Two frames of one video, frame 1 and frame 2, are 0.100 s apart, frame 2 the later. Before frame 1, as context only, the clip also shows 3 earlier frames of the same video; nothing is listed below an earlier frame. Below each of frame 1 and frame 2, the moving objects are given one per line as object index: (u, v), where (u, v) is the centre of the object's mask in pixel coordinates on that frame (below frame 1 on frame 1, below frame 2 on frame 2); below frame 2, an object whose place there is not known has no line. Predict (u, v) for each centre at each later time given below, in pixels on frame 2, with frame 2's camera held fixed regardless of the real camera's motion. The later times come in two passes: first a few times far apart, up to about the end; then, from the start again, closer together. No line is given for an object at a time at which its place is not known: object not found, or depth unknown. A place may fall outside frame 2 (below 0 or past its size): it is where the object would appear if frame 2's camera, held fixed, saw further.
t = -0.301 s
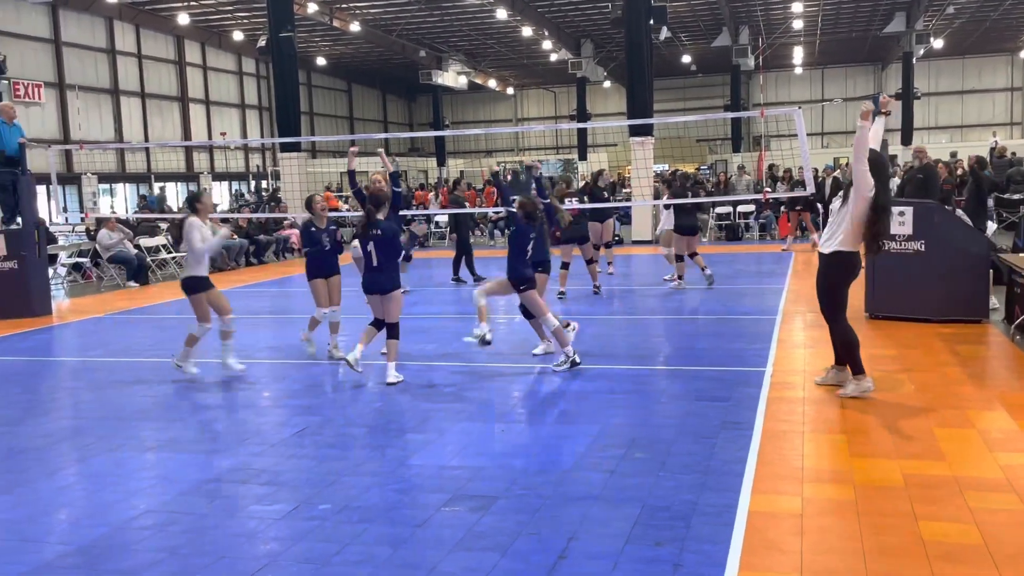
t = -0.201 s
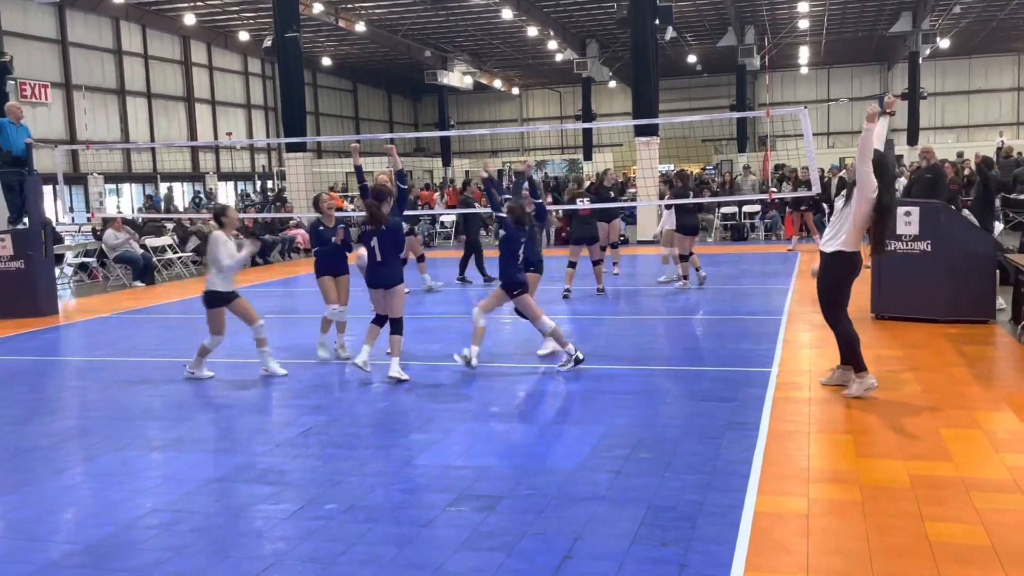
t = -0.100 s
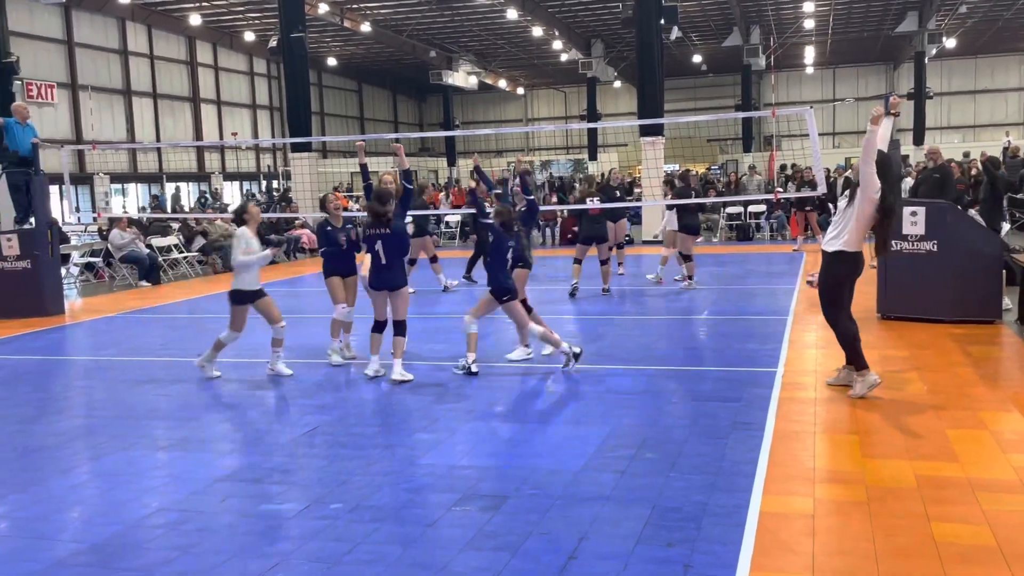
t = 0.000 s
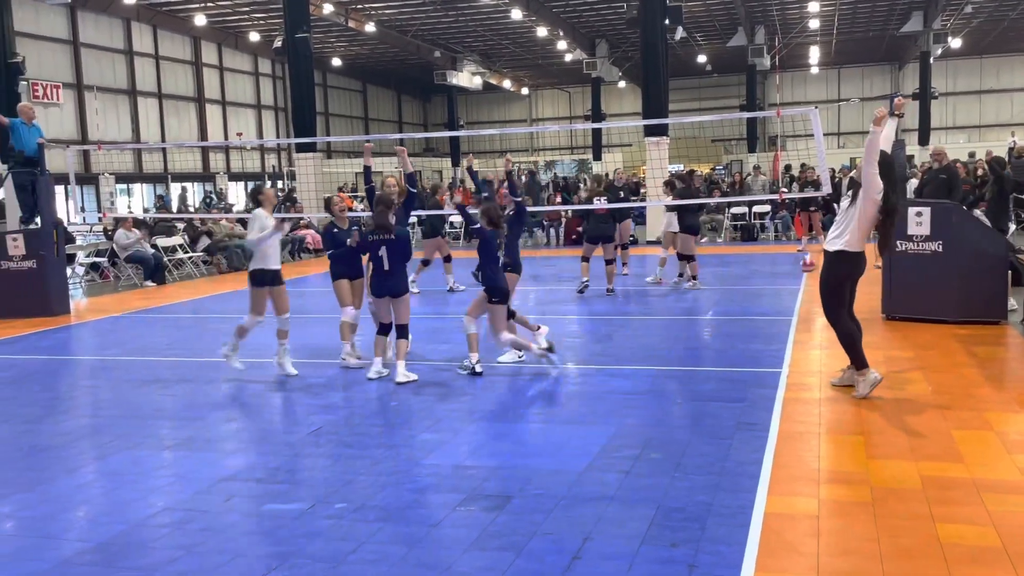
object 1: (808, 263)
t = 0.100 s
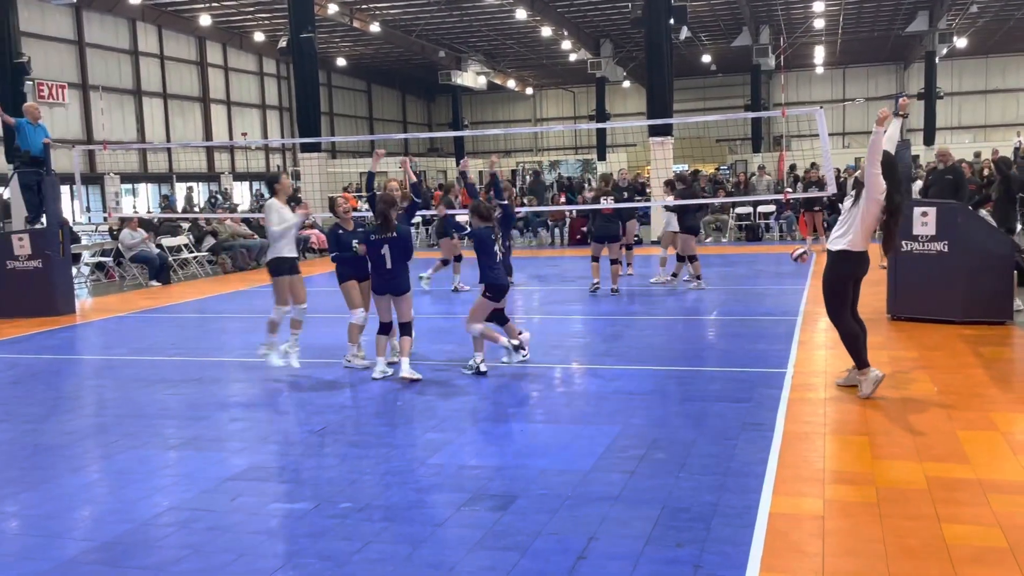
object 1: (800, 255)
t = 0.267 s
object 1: (777, 258)
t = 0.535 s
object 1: (742, 314)
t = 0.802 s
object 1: (697, 290)
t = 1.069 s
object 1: (652, 335)
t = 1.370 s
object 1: (589, 329)
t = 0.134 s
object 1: (795, 253)
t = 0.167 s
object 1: (791, 253)
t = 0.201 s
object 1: (788, 254)
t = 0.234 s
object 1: (782, 256)
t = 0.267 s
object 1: (777, 258)
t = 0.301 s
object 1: (773, 262)
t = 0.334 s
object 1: (769, 265)
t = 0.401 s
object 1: (760, 278)
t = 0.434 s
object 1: (755, 286)
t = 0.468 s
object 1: (750, 294)
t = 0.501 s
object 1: (745, 303)
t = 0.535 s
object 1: (742, 314)
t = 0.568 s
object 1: (736, 309)
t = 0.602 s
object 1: (730, 303)
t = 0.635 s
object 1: (725, 298)
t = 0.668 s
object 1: (720, 295)
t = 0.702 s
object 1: (714, 292)
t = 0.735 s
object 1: (709, 290)
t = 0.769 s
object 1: (703, 289)
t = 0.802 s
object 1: (697, 290)
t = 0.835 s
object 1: (692, 291)
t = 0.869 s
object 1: (686, 294)
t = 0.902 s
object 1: (681, 298)
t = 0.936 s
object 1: (675, 303)
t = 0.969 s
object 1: (669, 309)
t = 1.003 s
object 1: (664, 316)
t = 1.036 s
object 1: (657, 324)
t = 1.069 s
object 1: (652, 335)
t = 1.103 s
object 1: (645, 339)
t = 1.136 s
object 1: (639, 334)
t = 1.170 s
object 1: (632, 329)
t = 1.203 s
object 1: (625, 326)
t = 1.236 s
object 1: (617, 324)
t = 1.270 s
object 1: (612, 324)
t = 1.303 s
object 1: (603, 324)
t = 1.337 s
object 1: (597, 325)
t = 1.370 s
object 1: (589, 329)
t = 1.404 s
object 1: (582, 332)
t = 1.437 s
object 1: (574, 339)
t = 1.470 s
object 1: (568, 345)
